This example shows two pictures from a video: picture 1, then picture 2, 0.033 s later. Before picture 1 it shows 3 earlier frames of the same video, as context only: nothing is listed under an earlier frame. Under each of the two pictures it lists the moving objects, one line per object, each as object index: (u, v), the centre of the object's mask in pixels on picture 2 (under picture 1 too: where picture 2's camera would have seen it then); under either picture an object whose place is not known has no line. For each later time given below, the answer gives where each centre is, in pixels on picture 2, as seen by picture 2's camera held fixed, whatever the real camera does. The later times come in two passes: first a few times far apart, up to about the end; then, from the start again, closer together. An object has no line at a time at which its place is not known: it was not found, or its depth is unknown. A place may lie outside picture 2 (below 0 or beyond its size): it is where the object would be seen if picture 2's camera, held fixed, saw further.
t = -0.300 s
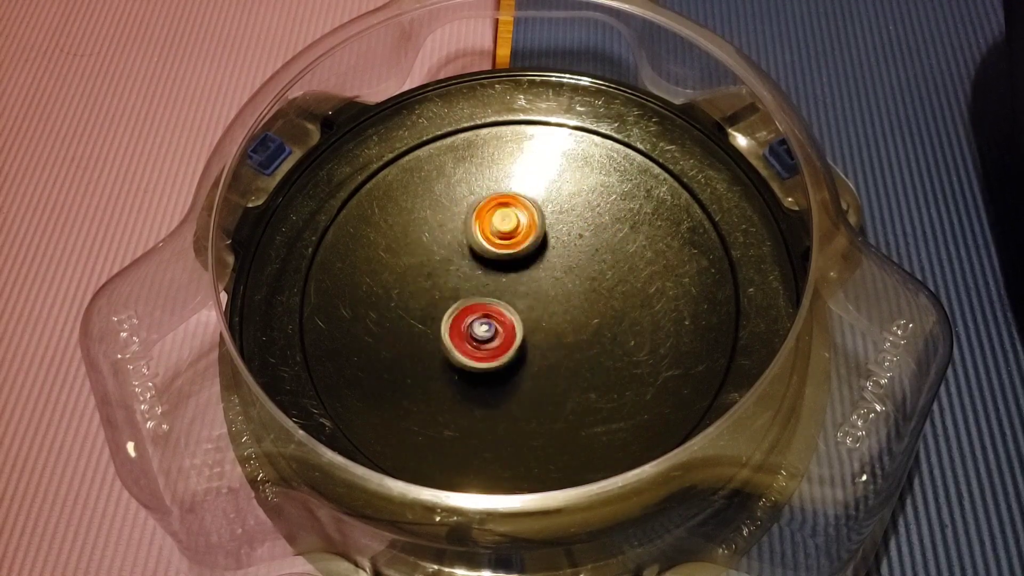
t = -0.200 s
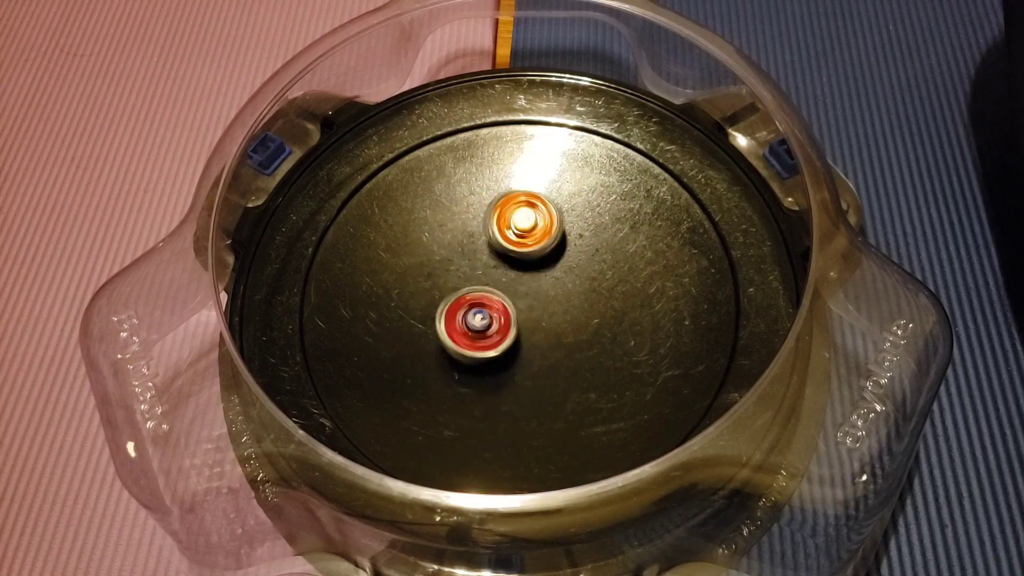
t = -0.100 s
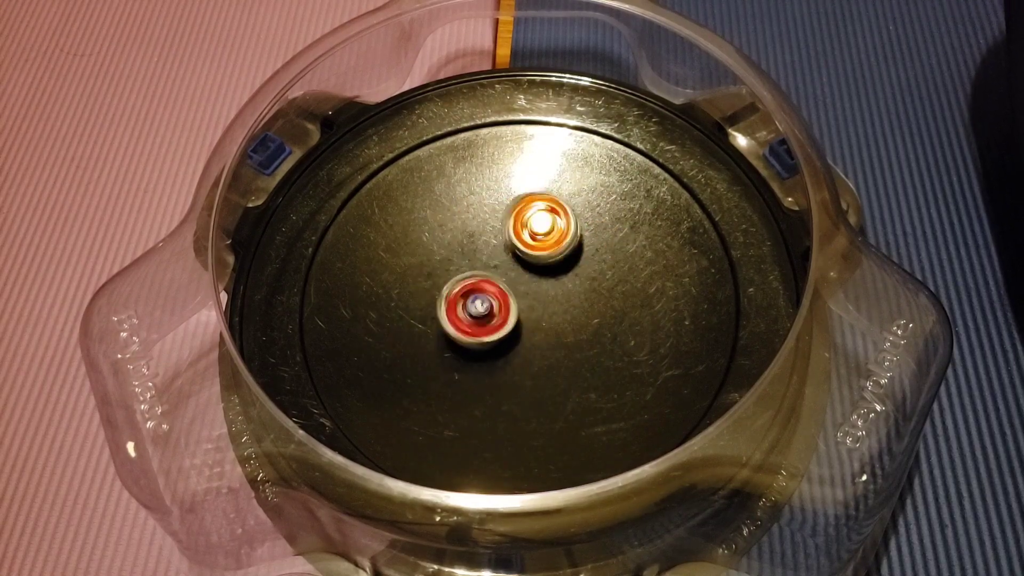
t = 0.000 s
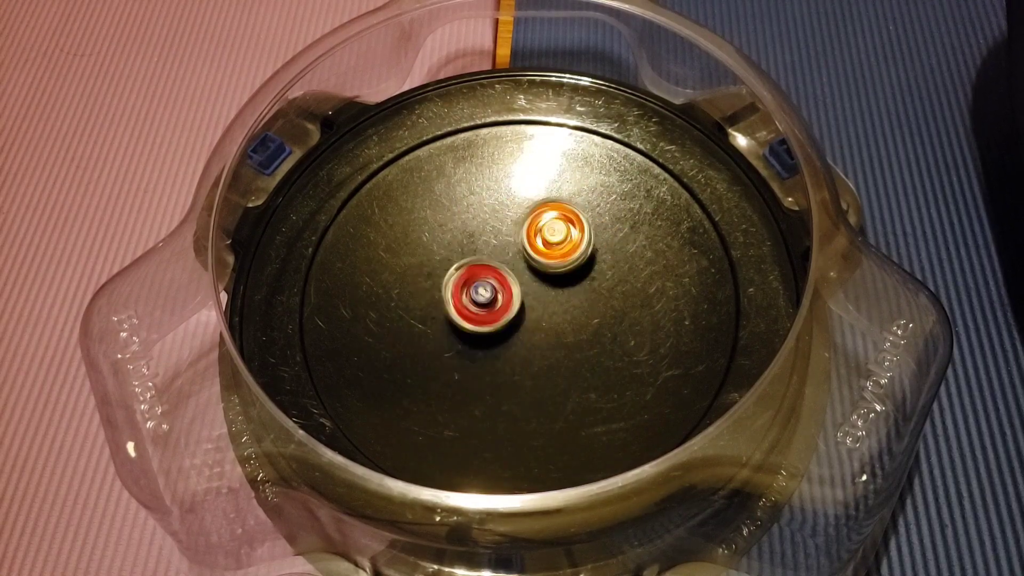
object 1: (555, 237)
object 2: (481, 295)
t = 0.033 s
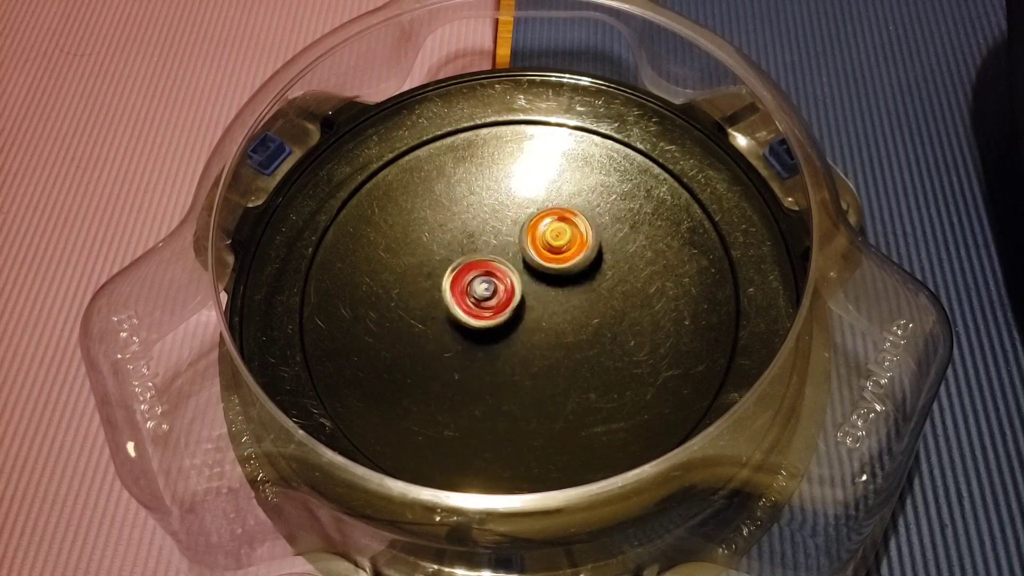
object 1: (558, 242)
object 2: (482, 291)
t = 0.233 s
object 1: (588, 271)
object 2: (493, 266)
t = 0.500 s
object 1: (604, 301)
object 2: (473, 249)
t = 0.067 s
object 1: (565, 245)
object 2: (484, 286)
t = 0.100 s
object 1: (569, 249)
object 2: (487, 283)
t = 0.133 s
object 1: (570, 253)
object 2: (489, 279)
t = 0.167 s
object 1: (575, 260)
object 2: (493, 275)
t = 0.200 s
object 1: (579, 264)
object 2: (497, 271)
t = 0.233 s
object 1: (588, 271)
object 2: (493, 266)
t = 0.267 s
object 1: (595, 276)
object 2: (485, 260)
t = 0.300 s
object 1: (598, 278)
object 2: (482, 256)
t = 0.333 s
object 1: (600, 283)
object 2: (480, 255)
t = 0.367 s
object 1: (603, 289)
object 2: (476, 252)
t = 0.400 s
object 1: (605, 295)
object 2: (474, 250)
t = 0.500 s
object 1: (604, 301)
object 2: (473, 249)
